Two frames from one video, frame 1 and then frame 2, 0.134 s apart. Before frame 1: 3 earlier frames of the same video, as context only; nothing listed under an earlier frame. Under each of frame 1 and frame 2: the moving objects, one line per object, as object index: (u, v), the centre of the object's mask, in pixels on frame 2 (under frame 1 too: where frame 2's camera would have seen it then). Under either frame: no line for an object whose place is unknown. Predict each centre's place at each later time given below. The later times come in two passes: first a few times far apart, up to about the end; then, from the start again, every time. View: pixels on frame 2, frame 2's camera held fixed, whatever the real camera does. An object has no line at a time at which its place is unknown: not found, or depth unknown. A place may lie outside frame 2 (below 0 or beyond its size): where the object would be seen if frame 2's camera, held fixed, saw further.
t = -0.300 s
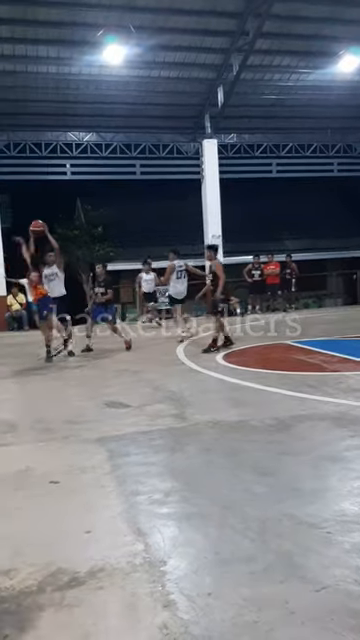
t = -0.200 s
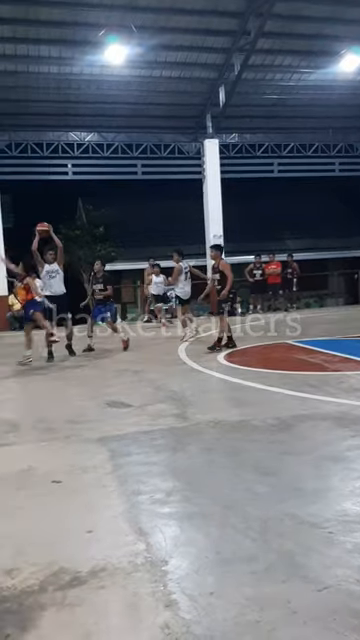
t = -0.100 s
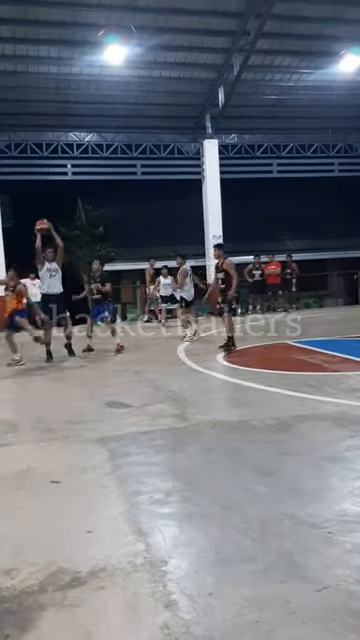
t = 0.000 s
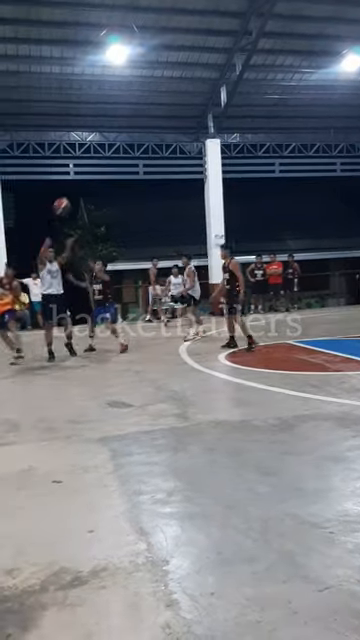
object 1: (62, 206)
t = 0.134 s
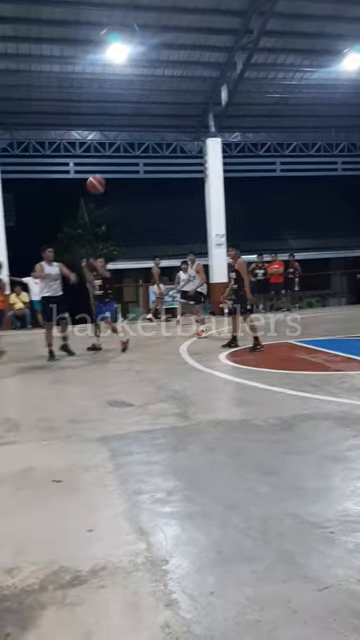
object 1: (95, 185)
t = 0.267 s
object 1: (143, 172)
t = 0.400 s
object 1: (208, 170)
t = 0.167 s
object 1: (105, 180)
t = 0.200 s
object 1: (117, 177)
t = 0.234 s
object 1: (130, 174)
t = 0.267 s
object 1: (143, 172)
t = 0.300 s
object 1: (158, 171)
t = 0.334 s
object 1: (173, 170)
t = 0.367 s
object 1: (190, 170)
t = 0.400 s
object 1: (208, 170)
